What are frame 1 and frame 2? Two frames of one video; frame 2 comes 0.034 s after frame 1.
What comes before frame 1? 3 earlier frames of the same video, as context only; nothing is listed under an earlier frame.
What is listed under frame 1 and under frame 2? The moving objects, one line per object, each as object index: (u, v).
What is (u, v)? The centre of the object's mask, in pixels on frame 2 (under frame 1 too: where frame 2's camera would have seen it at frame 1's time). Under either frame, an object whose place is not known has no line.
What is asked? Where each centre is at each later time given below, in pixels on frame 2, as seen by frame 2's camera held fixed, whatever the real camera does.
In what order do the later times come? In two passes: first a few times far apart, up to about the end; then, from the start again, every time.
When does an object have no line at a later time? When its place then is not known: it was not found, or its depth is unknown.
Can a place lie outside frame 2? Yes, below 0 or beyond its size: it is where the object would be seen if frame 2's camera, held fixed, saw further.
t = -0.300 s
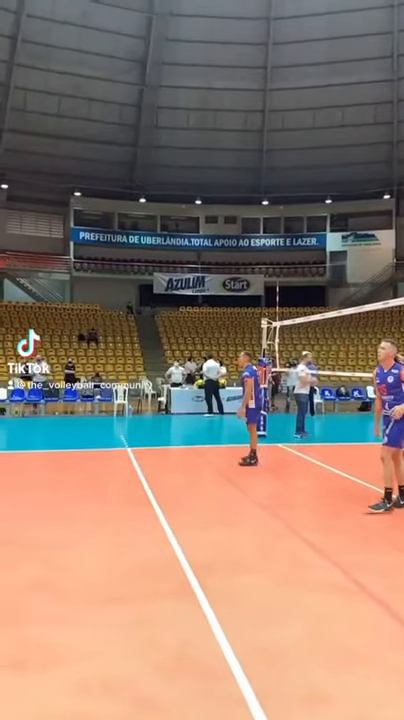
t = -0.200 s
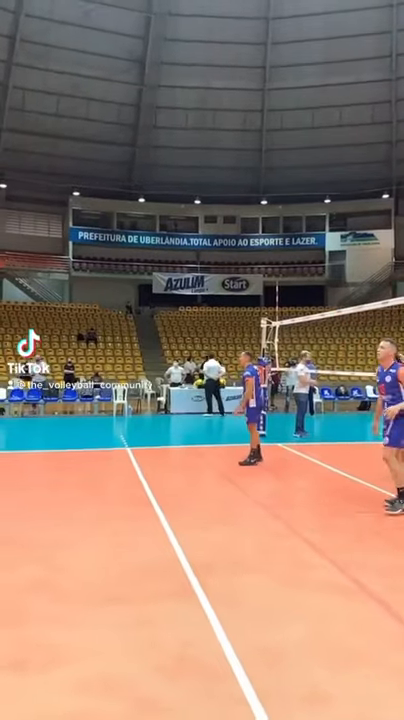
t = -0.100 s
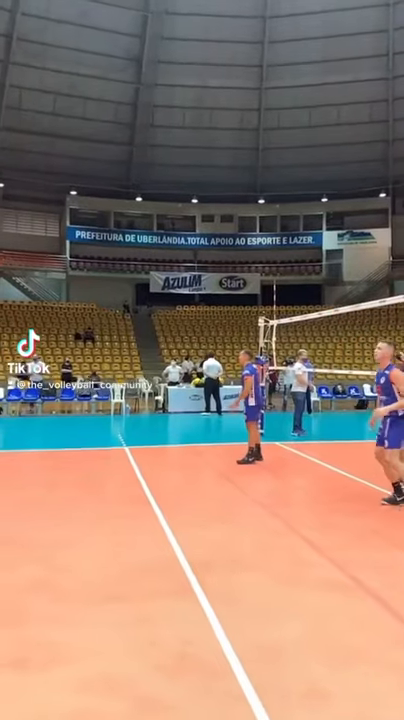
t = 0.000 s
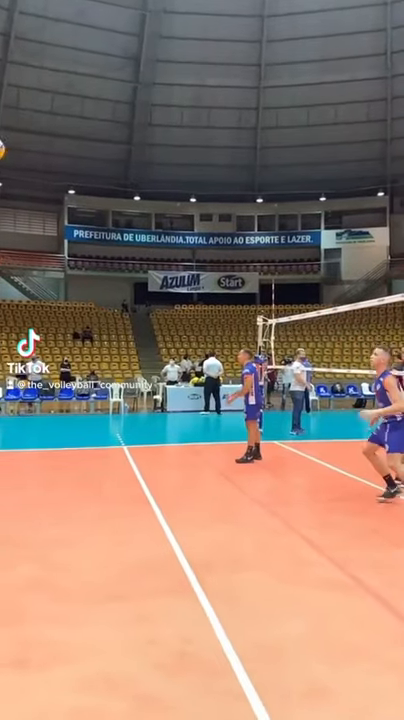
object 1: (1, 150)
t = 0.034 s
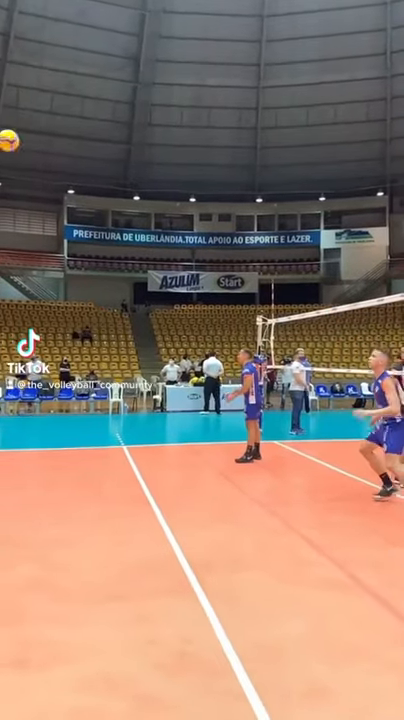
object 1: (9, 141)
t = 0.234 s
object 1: (92, 114)
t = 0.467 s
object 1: (179, 126)
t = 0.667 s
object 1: (244, 170)
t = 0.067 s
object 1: (23, 133)
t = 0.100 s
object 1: (37, 127)
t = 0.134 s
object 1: (51, 122)
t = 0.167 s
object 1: (65, 118)
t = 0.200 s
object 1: (78, 116)
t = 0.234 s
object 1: (92, 114)
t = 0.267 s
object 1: (105, 113)
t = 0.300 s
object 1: (117, 113)
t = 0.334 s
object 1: (130, 114)
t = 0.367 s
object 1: (143, 116)
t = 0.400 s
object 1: (155, 118)
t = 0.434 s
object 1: (167, 122)
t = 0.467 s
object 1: (179, 126)
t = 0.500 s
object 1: (190, 132)
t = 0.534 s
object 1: (202, 138)
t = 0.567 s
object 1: (213, 145)
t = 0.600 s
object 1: (223, 153)
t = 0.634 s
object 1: (234, 161)
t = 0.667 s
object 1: (244, 170)
